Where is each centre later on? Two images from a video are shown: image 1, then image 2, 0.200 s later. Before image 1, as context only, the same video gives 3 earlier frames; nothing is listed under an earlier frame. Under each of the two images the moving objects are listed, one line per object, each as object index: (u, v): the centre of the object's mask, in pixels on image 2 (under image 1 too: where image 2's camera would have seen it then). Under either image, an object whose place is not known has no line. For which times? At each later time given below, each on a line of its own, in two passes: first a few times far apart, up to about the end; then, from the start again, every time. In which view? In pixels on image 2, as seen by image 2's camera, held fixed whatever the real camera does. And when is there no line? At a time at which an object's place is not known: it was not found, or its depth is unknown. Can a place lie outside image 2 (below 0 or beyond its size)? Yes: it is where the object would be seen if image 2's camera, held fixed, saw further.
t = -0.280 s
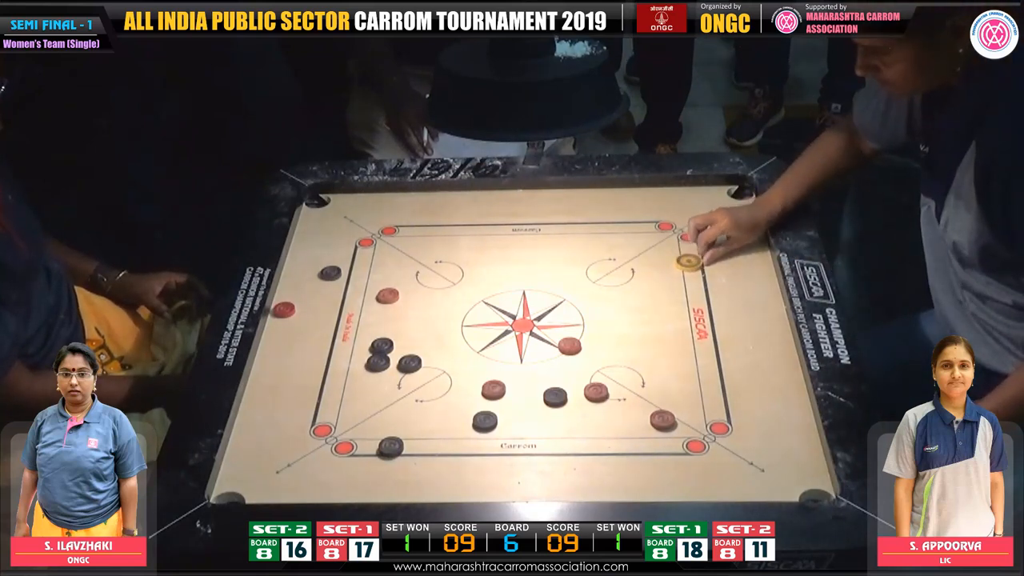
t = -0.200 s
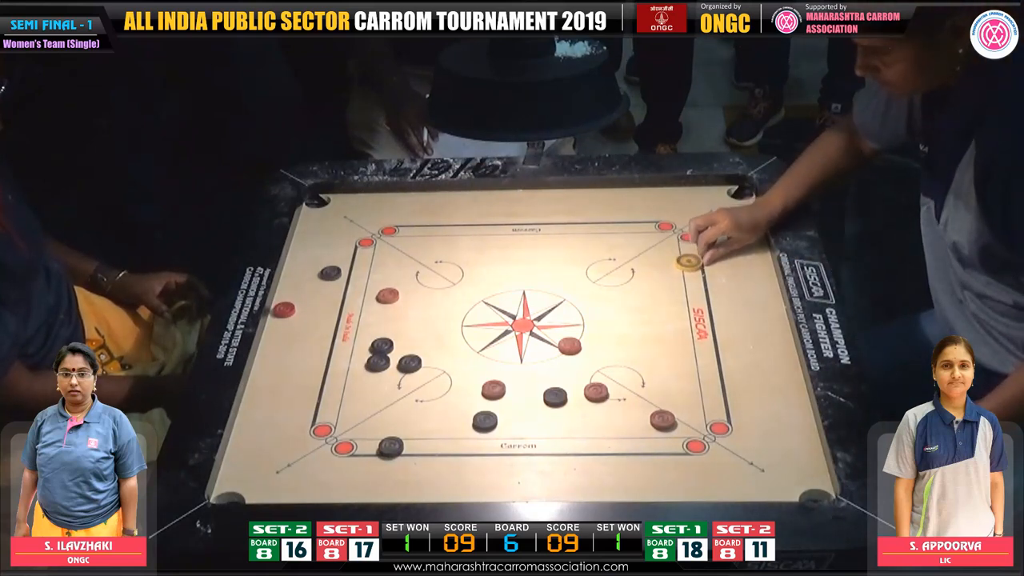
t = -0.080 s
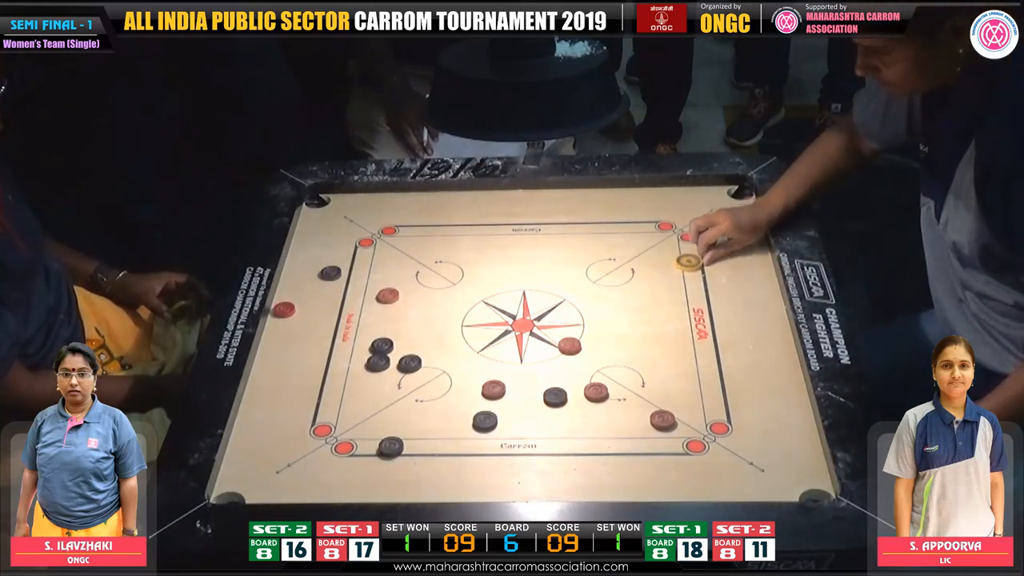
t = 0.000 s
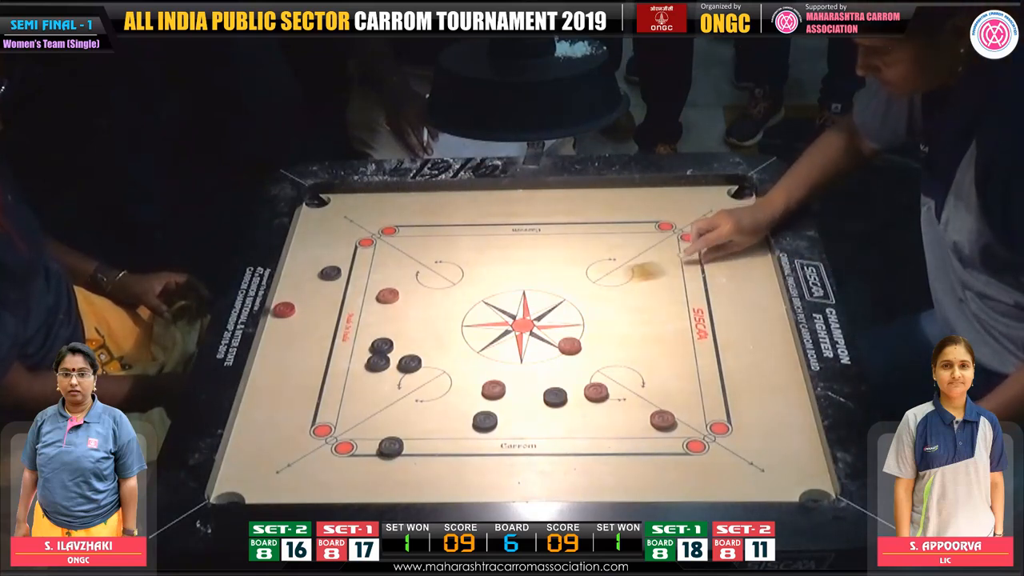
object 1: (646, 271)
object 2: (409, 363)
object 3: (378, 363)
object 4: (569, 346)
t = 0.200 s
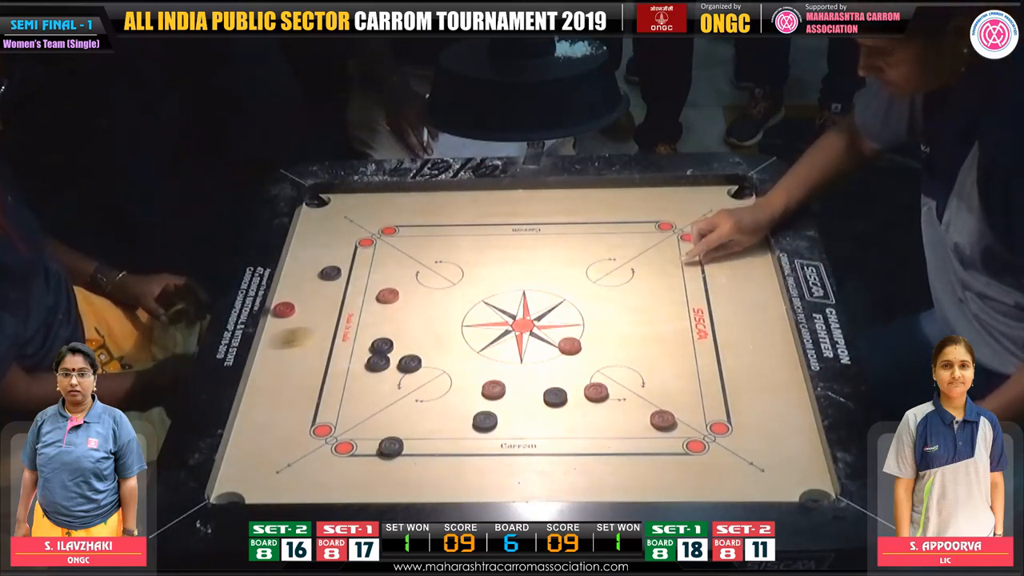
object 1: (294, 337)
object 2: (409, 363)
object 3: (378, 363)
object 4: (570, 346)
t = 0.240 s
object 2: (409, 363)
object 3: (378, 363)
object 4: (570, 346)
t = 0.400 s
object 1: (407, 355)
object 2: (452, 358)
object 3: (410, 420)
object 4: (600, 360)
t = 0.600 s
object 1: (461, 357)
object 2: (492, 354)
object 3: (449, 496)
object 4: (762, 441)
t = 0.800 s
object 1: (473, 357)
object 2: (510, 352)
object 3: (468, 473)
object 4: (757, 494)
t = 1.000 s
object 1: (473, 357)
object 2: (510, 352)
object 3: (470, 467)
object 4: (698, 483)
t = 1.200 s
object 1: (473, 357)
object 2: (510, 352)
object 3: (470, 467)
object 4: (676, 472)
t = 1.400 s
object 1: (473, 357)
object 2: (510, 352)
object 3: (470, 467)
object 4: (675, 472)
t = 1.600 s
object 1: (473, 357)
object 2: (510, 352)
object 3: (470, 467)
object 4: (675, 472)
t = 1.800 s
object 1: (473, 357)
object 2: (510, 352)
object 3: (470, 466)
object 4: (675, 472)
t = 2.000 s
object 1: (473, 357)
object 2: (510, 352)
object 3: (470, 466)
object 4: (675, 472)
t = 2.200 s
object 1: (473, 357)
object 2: (510, 352)
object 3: (470, 466)
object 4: (675, 472)
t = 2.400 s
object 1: (473, 357)
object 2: (510, 352)
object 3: (470, 466)
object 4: (675, 472)
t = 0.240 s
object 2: (409, 363)
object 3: (378, 363)
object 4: (570, 346)
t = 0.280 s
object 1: (361, 351)
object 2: (409, 363)
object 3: (379, 364)
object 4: (569, 346)
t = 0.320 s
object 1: (378, 353)
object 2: (422, 362)
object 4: (569, 346)
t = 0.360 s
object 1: (393, 354)
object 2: (438, 360)
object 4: (570, 346)
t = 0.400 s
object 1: (407, 355)
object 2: (452, 358)
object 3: (410, 420)
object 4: (600, 360)
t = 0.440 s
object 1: (420, 356)
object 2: (464, 357)
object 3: (419, 438)
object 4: (634, 378)
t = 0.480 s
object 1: (432, 356)
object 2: (474, 356)
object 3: (427, 456)
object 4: (666, 393)
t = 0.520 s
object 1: (443, 357)
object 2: (482, 355)
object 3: (434, 472)
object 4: (699, 410)
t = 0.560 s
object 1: (453, 357)
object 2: (488, 354)
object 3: (442, 486)
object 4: (732, 426)
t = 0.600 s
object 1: (461, 357)
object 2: (492, 354)
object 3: (449, 496)
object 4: (762, 441)
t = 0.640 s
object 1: (467, 357)
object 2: (495, 353)
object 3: (455, 496)
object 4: (792, 457)
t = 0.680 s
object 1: (470, 357)
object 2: (502, 353)
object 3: (459, 490)
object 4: (810, 470)
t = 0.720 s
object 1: (472, 357)
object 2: (508, 353)
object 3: (462, 483)
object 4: (792, 480)
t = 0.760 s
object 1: (473, 357)
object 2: (510, 352)
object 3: (466, 477)
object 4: (774, 488)
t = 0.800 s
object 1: (473, 357)
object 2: (510, 352)
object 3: (468, 473)
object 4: (757, 494)
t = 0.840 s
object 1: (473, 357)
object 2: (510, 352)
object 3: (469, 469)
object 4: (742, 497)
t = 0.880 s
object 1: (473, 357)
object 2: (510, 352)
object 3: (470, 467)
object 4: (729, 494)
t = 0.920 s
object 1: (473, 357)
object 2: (510, 352)
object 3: (470, 467)
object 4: (717, 491)
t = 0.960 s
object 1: (473, 357)
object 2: (510, 352)
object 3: (470, 467)
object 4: (707, 487)
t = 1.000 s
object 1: (473, 357)
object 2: (510, 352)
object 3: (470, 467)
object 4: (698, 483)
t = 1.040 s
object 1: (473, 357)
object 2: (510, 352)
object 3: (470, 467)
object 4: (690, 480)
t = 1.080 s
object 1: (473, 357)
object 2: (510, 352)
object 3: (470, 467)
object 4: (685, 478)
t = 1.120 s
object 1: (473, 357)
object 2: (510, 352)
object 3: (470, 467)
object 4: (680, 475)
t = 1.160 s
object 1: (473, 357)
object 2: (510, 352)
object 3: (470, 467)
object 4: (677, 473)
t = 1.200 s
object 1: (473, 357)
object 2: (510, 352)
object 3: (470, 467)
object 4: (676, 472)
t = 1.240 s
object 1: (473, 357)
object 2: (510, 352)
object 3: (470, 467)
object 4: (675, 472)
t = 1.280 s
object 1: (473, 357)
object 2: (510, 353)
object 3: (470, 467)
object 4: (675, 472)
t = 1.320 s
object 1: (473, 357)
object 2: (510, 352)
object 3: (470, 467)
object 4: (675, 472)
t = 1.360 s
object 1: (473, 357)
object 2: (510, 352)
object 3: (470, 467)
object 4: (675, 472)
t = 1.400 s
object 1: (473, 357)
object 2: (510, 352)
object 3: (470, 467)
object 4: (675, 472)
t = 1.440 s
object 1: (473, 357)
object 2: (510, 353)
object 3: (470, 467)
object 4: (675, 472)
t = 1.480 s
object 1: (473, 357)
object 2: (510, 353)
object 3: (471, 467)
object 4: (675, 472)
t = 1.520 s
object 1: (473, 357)
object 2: (510, 353)
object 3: (470, 467)
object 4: (675, 472)
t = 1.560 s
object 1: (473, 357)
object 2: (510, 352)
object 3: (470, 467)
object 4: (675, 472)
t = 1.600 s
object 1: (473, 357)
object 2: (510, 352)
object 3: (470, 467)
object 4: (675, 472)
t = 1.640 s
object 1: (473, 357)
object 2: (510, 352)
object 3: (471, 466)
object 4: (675, 472)
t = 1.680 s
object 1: (473, 357)
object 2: (510, 352)
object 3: (470, 466)
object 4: (675, 472)
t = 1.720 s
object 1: (473, 357)
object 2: (510, 352)
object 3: (470, 466)
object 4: (675, 472)
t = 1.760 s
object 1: (473, 357)
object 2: (510, 352)
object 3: (470, 466)
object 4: (675, 472)
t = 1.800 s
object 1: (473, 357)
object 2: (510, 352)
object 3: (470, 466)
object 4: (675, 472)
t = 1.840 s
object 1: (473, 357)
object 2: (510, 352)
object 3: (471, 466)
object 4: (675, 472)
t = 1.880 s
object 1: (473, 357)
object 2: (510, 352)
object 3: (471, 466)
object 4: (675, 472)
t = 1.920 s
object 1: (473, 357)
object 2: (510, 352)
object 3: (470, 466)
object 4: (675, 472)
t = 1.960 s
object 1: (473, 357)
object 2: (510, 352)
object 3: (470, 466)
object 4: (675, 472)
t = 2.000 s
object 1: (473, 357)
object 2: (510, 352)
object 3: (470, 466)
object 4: (675, 472)
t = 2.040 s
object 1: (473, 357)
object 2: (510, 352)
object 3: (471, 466)
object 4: (675, 472)
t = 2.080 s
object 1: (473, 357)
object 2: (510, 352)
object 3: (470, 466)
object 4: (675, 472)
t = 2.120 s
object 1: (473, 357)
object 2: (510, 352)
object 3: (471, 466)
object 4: (675, 472)
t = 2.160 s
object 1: (473, 357)
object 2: (510, 352)
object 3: (470, 466)
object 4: (675, 472)
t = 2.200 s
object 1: (473, 357)
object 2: (510, 352)
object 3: (470, 466)
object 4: (675, 472)
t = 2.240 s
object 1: (473, 357)
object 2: (510, 352)
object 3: (470, 466)
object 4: (675, 472)
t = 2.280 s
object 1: (473, 357)
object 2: (510, 352)
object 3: (470, 466)
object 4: (675, 472)
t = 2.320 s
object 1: (473, 357)
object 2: (510, 352)
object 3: (470, 466)
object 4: (675, 472)
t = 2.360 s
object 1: (473, 357)
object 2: (510, 352)
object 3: (471, 466)
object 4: (675, 472)
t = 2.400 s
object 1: (473, 357)
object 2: (510, 352)
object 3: (470, 466)
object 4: (675, 472)
